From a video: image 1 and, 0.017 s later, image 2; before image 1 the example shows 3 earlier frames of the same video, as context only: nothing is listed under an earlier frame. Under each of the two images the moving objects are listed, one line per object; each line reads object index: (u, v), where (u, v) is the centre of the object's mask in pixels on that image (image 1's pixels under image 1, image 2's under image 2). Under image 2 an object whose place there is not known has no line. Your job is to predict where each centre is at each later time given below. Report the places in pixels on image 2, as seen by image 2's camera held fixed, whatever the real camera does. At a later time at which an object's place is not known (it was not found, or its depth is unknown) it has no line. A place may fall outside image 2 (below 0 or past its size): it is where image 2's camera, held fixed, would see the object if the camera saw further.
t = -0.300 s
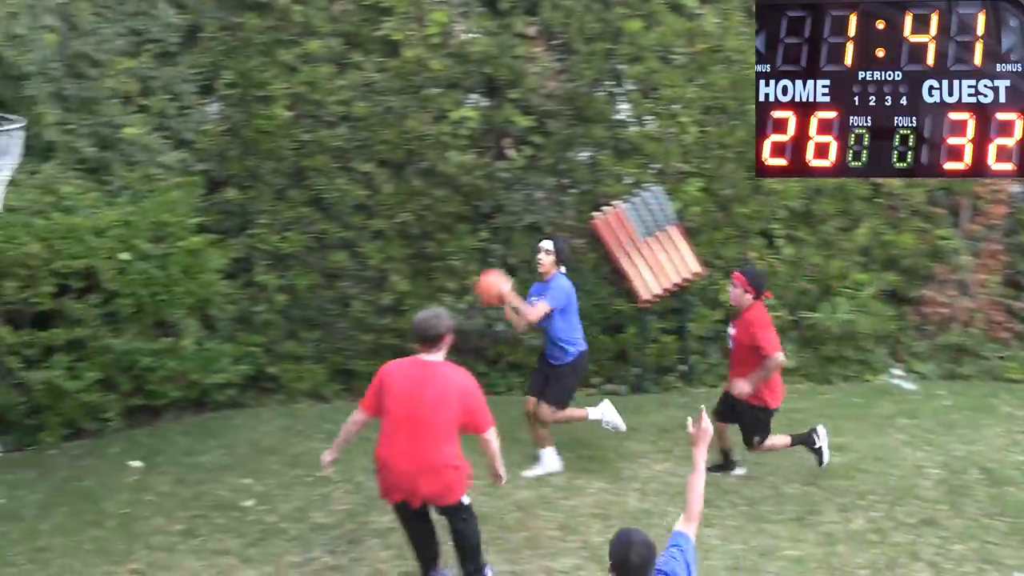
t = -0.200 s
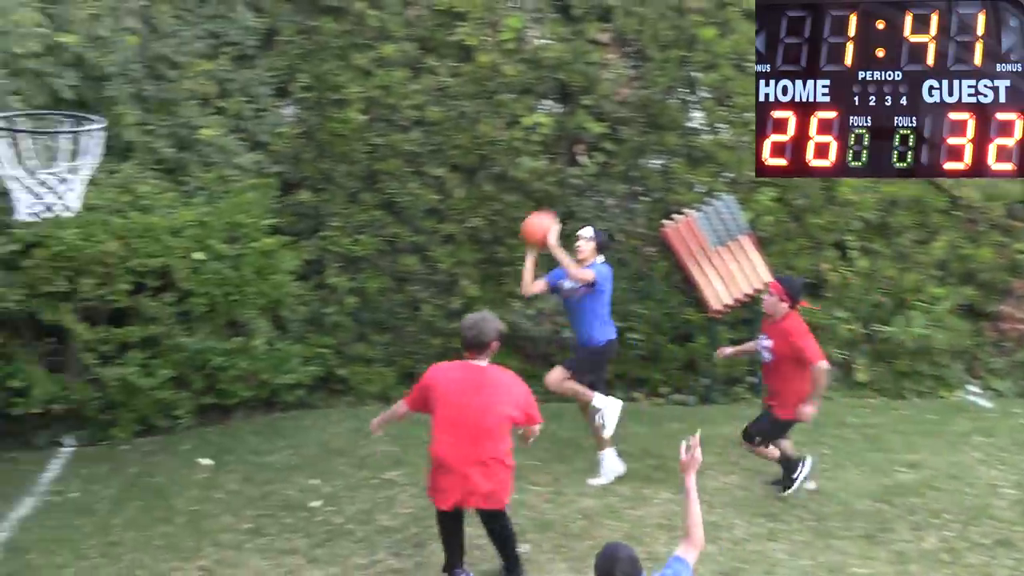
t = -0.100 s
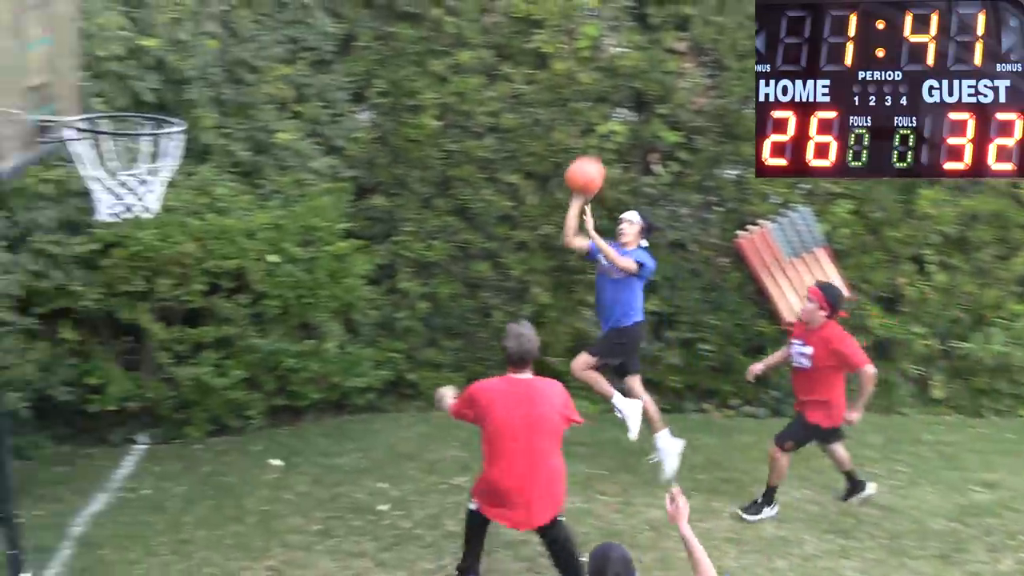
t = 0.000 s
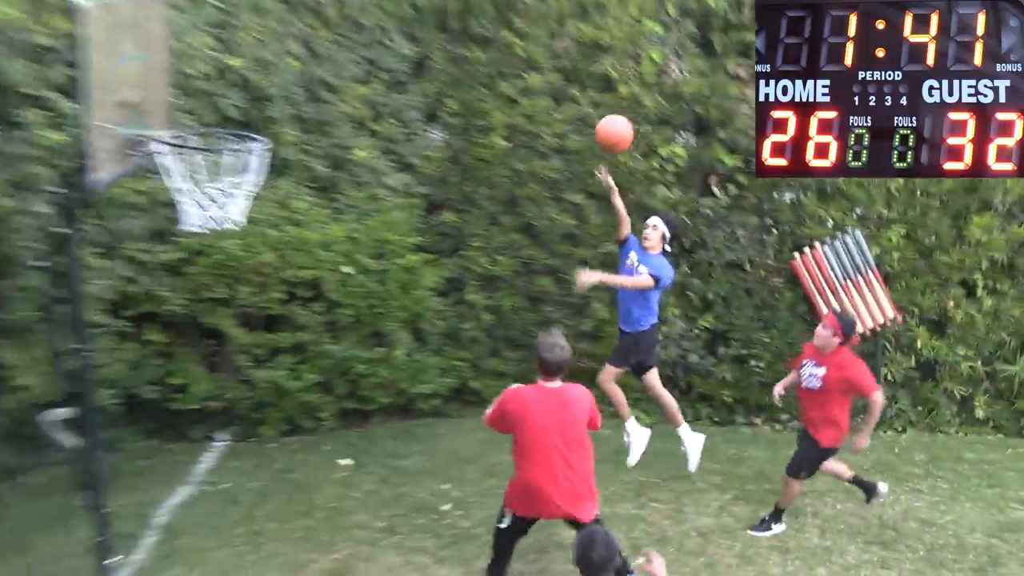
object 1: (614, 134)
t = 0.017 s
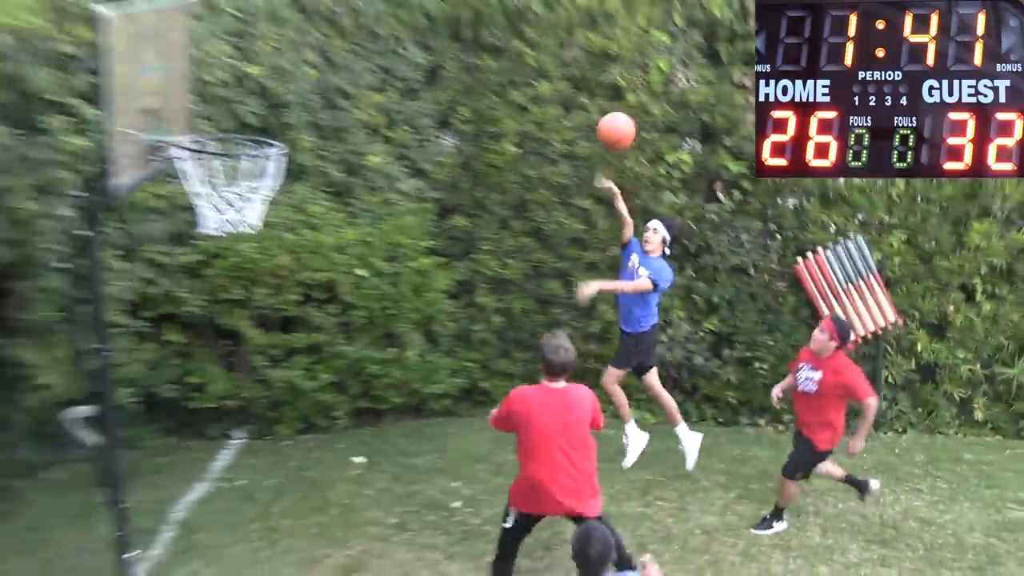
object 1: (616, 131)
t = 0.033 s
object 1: (610, 122)
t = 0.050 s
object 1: (604, 113)
